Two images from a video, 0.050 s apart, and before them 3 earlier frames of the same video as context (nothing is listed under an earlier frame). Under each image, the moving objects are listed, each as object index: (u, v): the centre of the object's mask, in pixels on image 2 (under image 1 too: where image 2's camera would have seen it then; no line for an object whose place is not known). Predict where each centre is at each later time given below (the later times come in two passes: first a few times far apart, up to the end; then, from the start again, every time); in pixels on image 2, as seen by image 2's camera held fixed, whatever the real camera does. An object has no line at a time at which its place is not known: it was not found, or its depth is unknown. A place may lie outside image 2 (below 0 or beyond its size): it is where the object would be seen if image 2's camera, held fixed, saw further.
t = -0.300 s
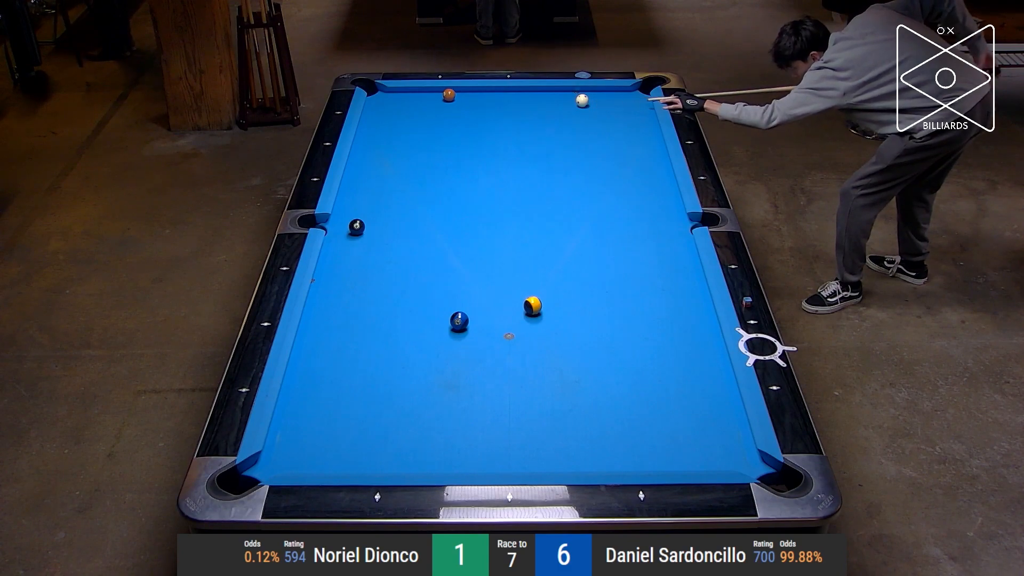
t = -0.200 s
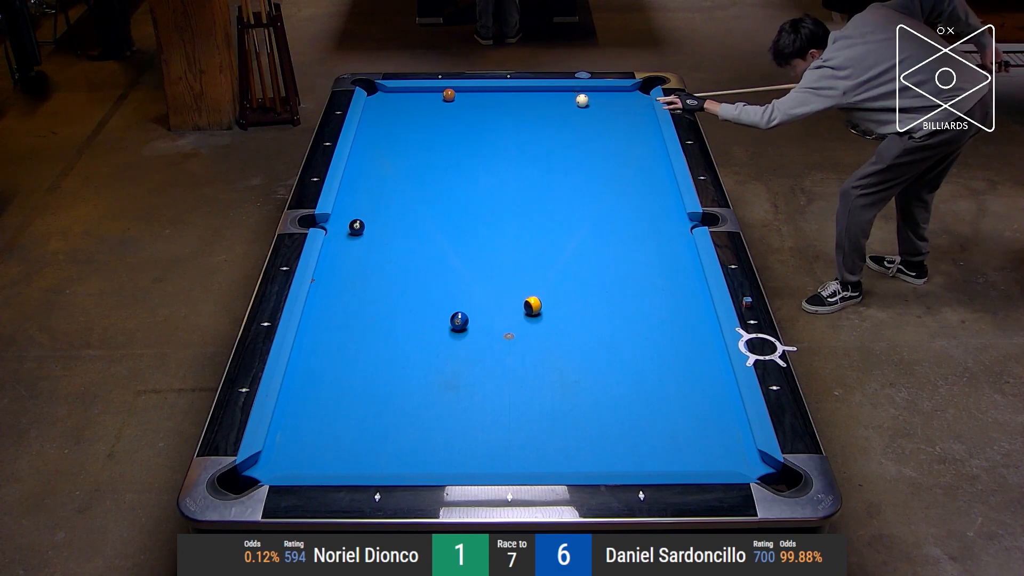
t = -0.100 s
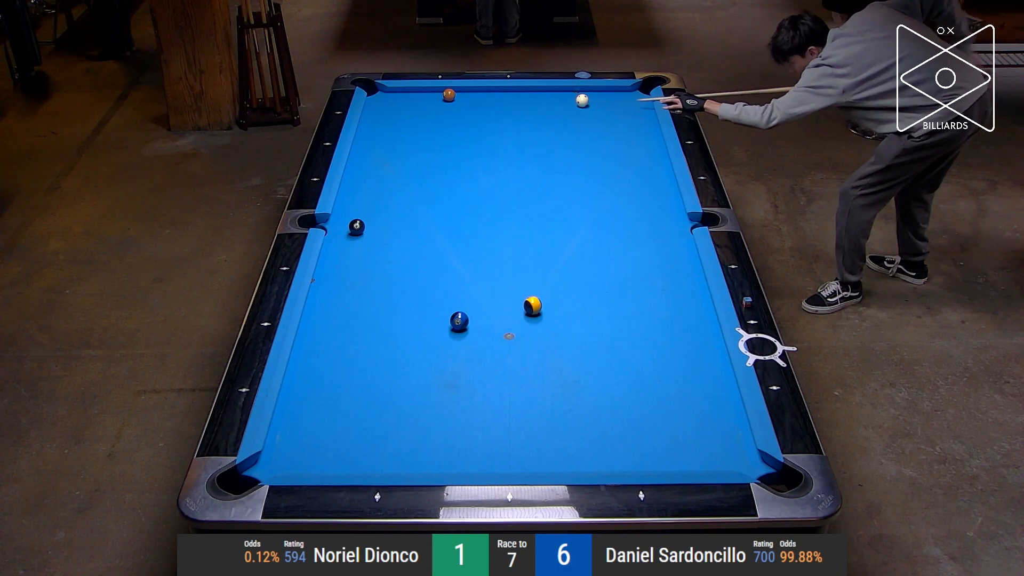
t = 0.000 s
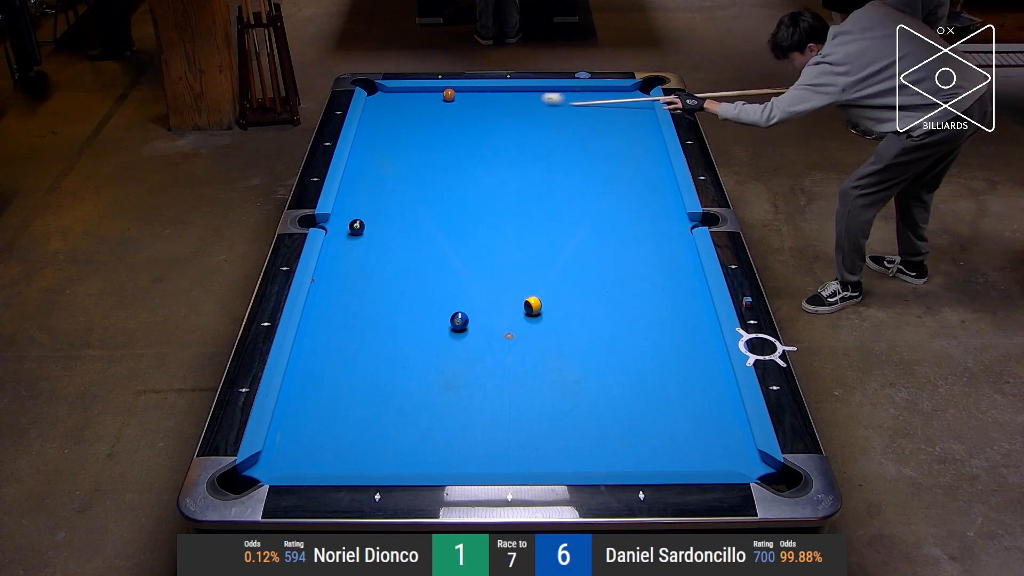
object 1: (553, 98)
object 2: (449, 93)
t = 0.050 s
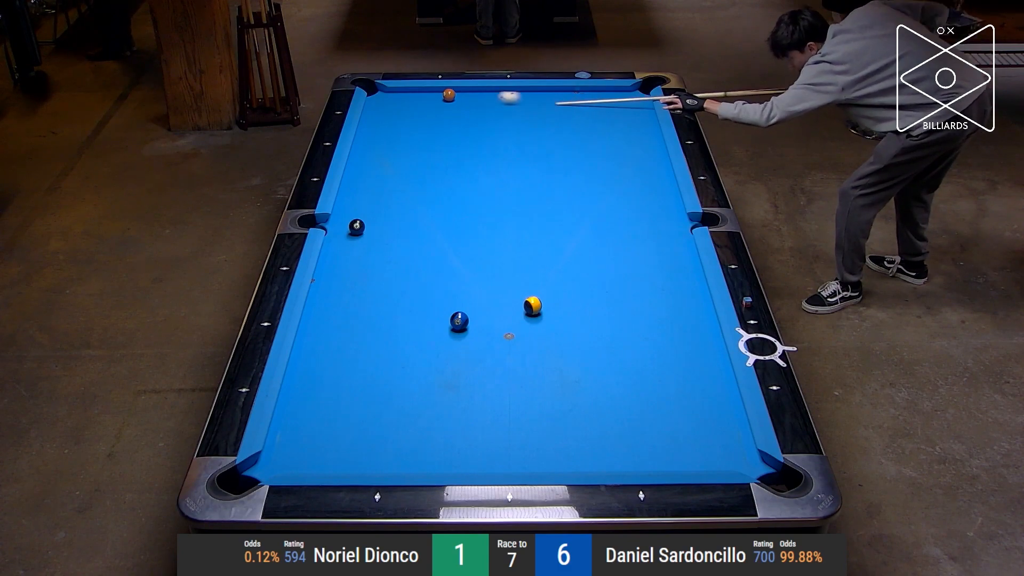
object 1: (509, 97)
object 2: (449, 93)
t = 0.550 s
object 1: (489, 107)
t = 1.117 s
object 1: (549, 120)
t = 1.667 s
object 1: (605, 132)
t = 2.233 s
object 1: (658, 144)
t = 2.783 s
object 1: (629, 155)
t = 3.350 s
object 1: (602, 166)
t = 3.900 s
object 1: (580, 175)
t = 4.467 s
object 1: (562, 182)
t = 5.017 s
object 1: (548, 188)
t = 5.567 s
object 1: (539, 192)
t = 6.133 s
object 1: (535, 194)
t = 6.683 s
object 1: (535, 194)
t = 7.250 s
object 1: (535, 194)
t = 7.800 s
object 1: (535, 194)
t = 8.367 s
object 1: (535, 194)
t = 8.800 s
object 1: (535, 194)
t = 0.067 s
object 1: (495, 97)
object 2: (449, 93)
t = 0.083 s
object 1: (481, 96)
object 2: (450, 93)
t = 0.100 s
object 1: (467, 96)
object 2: (449, 93)
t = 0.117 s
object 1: (461, 96)
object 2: (441, 93)
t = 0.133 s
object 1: (460, 97)
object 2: (428, 92)
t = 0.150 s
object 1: (460, 97)
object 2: (416, 92)
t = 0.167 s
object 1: (459, 98)
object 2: (403, 91)
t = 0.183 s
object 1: (459, 98)
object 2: (391, 90)
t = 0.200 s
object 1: (459, 99)
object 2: (379, 90)
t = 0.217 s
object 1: (460, 99)
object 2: (370, 89)
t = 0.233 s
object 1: (460, 100)
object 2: (365, 87)
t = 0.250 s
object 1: (461, 100)
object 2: (365, 88)
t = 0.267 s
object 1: (461, 100)
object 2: (366, 88)
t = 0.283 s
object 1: (462, 101)
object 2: (366, 90)
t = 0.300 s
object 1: (464, 101)
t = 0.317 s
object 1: (465, 102)
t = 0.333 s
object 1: (466, 102)
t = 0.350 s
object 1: (468, 102)
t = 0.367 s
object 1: (470, 103)
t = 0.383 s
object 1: (472, 103)
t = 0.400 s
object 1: (473, 104)
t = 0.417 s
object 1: (475, 104)
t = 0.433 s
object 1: (477, 104)
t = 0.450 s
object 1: (479, 105)
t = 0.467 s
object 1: (480, 105)
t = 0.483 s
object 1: (482, 106)
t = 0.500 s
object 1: (484, 106)
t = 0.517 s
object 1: (486, 106)
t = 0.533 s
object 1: (488, 107)
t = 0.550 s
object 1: (489, 107)
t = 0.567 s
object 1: (491, 108)
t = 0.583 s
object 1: (493, 108)
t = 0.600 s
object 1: (495, 108)
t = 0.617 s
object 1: (497, 109)
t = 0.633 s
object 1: (498, 109)
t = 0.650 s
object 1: (500, 109)
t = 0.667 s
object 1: (502, 110)
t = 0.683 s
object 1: (504, 110)
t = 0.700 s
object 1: (505, 111)
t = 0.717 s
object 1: (507, 111)
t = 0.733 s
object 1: (509, 111)
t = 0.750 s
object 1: (511, 112)
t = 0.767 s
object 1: (513, 112)
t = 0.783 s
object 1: (514, 113)
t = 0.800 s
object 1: (516, 113)
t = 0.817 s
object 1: (518, 113)
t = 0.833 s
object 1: (520, 114)
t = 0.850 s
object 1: (521, 114)
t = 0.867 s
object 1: (523, 114)
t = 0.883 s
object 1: (525, 115)
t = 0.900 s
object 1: (527, 115)
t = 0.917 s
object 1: (528, 116)
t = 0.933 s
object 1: (530, 116)
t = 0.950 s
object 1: (532, 116)
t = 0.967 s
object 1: (534, 117)
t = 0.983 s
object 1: (535, 117)
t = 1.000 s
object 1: (537, 118)
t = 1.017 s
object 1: (539, 118)
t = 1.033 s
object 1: (541, 118)
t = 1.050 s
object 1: (542, 119)
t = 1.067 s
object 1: (544, 119)
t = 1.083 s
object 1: (546, 119)
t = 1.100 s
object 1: (547, 120)
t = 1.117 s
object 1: (549, 120)
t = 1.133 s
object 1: (551, 120)
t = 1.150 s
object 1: (553, 121)
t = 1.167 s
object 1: (554, 121)
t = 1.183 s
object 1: (556, 122)
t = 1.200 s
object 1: (558, 122)
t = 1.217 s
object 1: (560, 122)
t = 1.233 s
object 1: (561, 123)
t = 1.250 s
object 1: (563, 123)
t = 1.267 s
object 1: (565, 123)
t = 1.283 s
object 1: (566, 124)
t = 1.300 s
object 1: (568, 124)
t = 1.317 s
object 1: (570, 125)
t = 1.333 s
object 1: (571, 125)
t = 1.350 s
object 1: (573, 125)
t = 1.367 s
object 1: (575, 126)
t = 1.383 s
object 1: (576, 126)
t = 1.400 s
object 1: (578, 126)
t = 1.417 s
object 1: (580, 127)
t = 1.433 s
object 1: (582, 127)
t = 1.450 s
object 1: (583, 128)
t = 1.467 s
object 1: (585, 128)
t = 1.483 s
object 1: (587, 128)
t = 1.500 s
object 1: (588, 129)
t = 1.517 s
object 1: (590, 129)
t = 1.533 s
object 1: (592, 129)
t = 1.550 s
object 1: (593, 130)
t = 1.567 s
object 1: (595, 130)
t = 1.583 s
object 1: (597, 131)
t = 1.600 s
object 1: (598, 131)
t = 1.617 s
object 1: (600, 131)
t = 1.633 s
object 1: (602, 132)
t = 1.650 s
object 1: (603, 132)
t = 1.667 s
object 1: (605, 132)
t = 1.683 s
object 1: (607, 133)
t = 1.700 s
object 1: (608, 133)
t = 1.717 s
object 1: (610, 133)
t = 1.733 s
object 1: (611, 134)
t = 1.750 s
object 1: (613, 134)
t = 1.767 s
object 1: (615, 134)
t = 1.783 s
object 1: (616, 135)
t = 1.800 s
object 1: (618, 135)
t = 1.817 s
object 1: (620, 136)
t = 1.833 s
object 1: (621, 136)
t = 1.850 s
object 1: (623, 136)
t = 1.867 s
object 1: (625, 137)
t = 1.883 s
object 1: (626, 137)
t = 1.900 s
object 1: (628, 137)
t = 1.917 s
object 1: (629, 138)
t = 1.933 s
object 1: (631, 138)
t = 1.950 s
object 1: (632, 138)
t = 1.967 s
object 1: (634, 139)
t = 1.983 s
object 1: (636, 139)
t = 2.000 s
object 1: (637, 139)
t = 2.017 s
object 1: (639, 140)
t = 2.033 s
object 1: (640, 140)
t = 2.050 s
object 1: (642, 140)
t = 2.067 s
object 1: (644, 141)
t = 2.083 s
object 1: (645, 141)
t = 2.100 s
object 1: (647, 141)
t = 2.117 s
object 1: (648, 142)
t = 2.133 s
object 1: (650, 142)
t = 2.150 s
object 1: (651, 142)
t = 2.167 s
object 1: (653, 143)
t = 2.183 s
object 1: (655, 143)
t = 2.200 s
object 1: (656, 143)
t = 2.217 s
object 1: (658, 144)
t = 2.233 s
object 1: (658, 144)
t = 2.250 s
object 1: (657, 144)
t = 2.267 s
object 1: (656, 145)
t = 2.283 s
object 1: (655, 145)
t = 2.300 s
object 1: (654, 145)
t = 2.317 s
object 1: (653, 146)
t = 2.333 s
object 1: (652, 146)
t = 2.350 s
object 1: (651, 146)
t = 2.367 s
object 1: (650, 147)
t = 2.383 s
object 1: (649, 147)
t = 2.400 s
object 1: (649, 148)
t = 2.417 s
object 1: (648, 148)
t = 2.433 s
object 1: (647, 148)
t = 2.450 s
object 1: (646, 149)
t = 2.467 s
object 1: (645, 149)
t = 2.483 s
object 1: (644, 149)
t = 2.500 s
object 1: (643, 150)
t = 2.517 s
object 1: (642, 150)
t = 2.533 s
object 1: (642, 150)
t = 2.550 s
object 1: (641, 151)
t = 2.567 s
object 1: (640, 151)
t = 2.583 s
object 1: (639, 151)
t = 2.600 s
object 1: (638, 152)
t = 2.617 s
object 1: (637, 152)
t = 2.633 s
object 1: (636, 152)
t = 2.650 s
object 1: (636, 153)
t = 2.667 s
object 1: (635, 153)
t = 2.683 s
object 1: (634, 153)
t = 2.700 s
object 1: (633, 154)
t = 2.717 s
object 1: (632, 154)
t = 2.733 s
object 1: (631, 154)
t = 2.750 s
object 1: (630, 155)
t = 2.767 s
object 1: (630, 155)
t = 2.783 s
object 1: (629, 155)
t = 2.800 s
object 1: (628, 156)
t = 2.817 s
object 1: (627, 156)
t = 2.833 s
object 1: (626, 156)
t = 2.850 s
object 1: (626, 156)
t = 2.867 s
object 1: (625, 157)
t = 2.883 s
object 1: (624, 157)
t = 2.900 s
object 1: (623, 157)
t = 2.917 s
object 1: (622, 158)
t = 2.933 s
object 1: (621, 158)
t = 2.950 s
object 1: (621, 158)
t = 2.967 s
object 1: (620, 159)
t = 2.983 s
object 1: (619, 159)
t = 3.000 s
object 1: (618, 159)
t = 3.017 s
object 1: (617, 160)
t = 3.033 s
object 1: (617, 160)
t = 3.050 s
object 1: (616, 160)
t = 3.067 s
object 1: (615, 161)
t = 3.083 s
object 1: (614, 161)
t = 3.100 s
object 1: (614, 161)
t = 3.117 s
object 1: (613, 162)
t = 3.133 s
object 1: (612, 162)
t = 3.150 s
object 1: (611, 162)
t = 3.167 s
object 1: (611, 162)
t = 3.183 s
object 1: (610, 163)
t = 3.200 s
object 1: (609, 163)
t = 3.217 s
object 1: (608, 163)
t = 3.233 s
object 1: (607, 164)
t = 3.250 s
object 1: (607, 164)
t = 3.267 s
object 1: (606, 164)
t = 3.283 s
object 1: (605, 164)
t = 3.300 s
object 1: (605, 165)
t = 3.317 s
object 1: (604, 165)
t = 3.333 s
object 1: (603, 165)
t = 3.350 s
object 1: (602, 166)
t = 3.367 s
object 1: (602, 166)
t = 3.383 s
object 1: (601, 166)
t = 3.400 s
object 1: (600, 167)
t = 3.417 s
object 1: (599, 167)
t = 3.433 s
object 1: (599, 167)
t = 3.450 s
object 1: (598, 167)
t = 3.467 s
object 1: (598, 168)
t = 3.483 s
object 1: (597, 168)
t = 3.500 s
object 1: (596, 168)
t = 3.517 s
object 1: (595, 169)
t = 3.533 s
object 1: (595, 169)
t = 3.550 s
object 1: (594, 169)
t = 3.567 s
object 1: (593, 169)
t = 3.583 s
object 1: (593, 170)
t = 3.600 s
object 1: (592, 170)
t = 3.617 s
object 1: (591, 170)
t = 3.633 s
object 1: (591, 170)
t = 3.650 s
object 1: (590, 171)
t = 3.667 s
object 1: (589, 171)
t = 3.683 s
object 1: (589, 171)
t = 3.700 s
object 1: (588, 171)
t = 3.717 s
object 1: (587, 172)
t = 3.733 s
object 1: (587, 172)
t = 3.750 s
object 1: (586, 172)
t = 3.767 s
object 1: (585, 172)
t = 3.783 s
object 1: (585, 173)
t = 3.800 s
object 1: (584, 173)
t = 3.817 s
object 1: (583, 173)
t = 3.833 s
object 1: (583, 174)
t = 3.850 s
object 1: (582, 174)
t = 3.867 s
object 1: (582, 174)
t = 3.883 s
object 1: (581, 174)
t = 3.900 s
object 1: (580, 175)
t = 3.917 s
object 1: (580, 175)
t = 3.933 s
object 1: (579, 175)
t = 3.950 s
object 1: (579, 175)
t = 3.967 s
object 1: (578, 175)
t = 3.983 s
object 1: (577, 176)
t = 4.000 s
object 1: (577, 176)
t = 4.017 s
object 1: (576, 176)
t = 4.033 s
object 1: (576, 176)
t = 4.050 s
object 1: (575, 177)
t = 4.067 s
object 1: (574, 177)
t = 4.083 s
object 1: (574, 177)
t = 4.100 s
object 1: (573, 178)
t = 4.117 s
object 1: (573, 178)
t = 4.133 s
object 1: (572, 178)
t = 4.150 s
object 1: (572, 178)
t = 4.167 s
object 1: (571, 178)
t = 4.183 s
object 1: (571, 179)
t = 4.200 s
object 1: (570, 179)
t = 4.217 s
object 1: (569, 179)
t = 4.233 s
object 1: (569, 179)
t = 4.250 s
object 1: (568, 180)
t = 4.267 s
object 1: (568, 180)
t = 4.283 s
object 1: (567, 180)
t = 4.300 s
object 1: (567, 180)
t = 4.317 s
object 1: (566, 180)
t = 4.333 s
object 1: (566, 180)
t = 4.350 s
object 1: (565, 181)
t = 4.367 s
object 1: (565, 181)
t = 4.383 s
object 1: (564, 181)
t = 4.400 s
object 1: (564, 181)
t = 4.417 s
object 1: (563, 181)
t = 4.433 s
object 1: (563, 182)
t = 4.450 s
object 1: (562, 182)
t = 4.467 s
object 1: (562, 182)
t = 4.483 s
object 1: (561, 182)
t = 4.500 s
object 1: (561, 183)
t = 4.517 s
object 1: (560, 183)
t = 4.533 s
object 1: (560, 183)
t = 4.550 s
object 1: (559, 183)
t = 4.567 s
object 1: (559, 183)
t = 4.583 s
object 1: (559, 183)
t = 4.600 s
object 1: (558, 184)
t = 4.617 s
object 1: (558, 184)
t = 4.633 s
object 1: (557, 184)
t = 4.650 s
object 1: (557, 184)
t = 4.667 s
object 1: (556, 184)
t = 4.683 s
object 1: (556, 184)
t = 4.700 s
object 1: (555, 185)
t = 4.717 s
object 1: (555, 185)
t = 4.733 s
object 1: (555, 185)
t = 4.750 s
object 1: (554, 185)
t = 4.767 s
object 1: (554, 185)
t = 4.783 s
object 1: (554, 186)
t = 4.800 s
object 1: (553, 186)
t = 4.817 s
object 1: (553, 186)
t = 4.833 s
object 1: (552, 186)
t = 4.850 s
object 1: (552, 186)
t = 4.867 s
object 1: (552, 187)
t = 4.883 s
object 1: (551, 187)
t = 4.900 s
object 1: (551, 187)
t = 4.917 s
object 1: (550, 187)
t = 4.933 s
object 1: (550, 187)
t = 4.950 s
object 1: (550, 187)
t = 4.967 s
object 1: (549, 187)
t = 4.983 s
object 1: (549, 188)
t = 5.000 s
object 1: (549, 188)
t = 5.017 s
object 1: (548, 188)
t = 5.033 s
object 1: (548, 188)
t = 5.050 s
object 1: (548, 188)
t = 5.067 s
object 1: (547, 188)
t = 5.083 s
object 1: (547, 189)
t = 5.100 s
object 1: (547, 189)
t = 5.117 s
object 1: (546, 189)
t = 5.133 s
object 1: (546, 189)
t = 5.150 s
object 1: (546, 189)
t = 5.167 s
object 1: (545, 189)
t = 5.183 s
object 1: (545, 189)
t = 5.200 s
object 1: (545, 189)
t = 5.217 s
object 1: (545, 190)
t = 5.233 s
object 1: (544, 190)
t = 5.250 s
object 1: (544, 190)
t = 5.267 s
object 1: (544, 190)
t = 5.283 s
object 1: (543, 190)
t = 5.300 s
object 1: (543, 190)
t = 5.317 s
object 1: (543, 190)
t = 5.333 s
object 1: (543, 190)
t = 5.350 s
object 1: (542, 190)
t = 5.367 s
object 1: (542, 190)
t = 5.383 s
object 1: (542, 190)
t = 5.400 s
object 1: (541, 191)
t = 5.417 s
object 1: (541, 191)
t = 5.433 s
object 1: (541, 191)
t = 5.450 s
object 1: (541, 191)
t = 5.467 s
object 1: (541, 191)
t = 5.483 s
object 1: (540, 191)
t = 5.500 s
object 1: (540, 191)
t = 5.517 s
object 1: (540, 191)
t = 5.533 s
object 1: (540, 191)
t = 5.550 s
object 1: (540, 192)
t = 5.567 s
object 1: (539, 192)
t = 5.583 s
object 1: (539, 192)
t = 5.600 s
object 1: (539, 192)
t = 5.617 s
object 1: (539, 192)
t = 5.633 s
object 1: (539, 192)
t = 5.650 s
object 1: (538, 192)
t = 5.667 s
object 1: (538, 192)
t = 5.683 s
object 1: (538, 192)
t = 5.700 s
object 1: (538, 192)
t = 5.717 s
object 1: (538, 192)
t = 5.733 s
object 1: (538, 192)
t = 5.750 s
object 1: (538, 193)
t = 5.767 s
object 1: (537, 193)
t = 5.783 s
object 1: (537, 193)
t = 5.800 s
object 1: (537, 193)
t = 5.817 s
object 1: (537, 193)
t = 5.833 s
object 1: (537, 193)
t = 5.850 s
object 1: (537, 193)
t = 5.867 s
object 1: (537, 193)
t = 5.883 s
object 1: (537, 193)
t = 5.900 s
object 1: (536, 193)
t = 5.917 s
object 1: (536, 193)
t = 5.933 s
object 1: (536, 193)
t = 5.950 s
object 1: (536, 193)
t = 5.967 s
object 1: (536, 193)
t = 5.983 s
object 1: (536, 193)
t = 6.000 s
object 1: (536, 193)
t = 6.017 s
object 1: (536, 193)
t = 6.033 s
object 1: (536, 193)
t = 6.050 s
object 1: (536, 193)
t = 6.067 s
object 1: (536, 194)
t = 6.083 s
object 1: (536, 194)
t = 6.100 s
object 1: (536, 194)
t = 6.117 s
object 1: (535, 194)
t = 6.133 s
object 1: (535, 194)
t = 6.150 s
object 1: (535, 194)
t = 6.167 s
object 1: (535, 194)
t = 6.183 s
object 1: (535, 194)
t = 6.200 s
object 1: (535, 194)
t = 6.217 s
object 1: (535, 194)
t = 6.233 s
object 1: (535, 194)
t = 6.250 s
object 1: (535, 194)
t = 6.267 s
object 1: (535, 194)
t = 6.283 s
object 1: (535, 194)
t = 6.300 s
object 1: (535, 194)
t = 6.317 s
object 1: (535, 194)
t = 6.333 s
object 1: (535, 194)
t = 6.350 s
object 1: (535, 194)
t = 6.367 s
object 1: (535, 194)
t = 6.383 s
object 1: (535, 194)
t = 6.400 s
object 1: (535, 194)
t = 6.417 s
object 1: (535, 194)
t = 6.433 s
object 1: (535, 194)
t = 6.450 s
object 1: (535, 194)
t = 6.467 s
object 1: (535, 194)
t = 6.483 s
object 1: (535, 194)
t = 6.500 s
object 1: (535, 194)
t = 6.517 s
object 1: (535, 194)
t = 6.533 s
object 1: (535, 194)
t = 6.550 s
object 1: (535, 194)
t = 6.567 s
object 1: (535, 194)
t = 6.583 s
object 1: (535, 194)
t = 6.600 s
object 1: (535, 194)
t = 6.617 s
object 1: (535, 194)
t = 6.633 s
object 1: (535, 194)
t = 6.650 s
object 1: (535, 194)
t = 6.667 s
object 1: (535, 194)
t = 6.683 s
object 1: (535, 194)
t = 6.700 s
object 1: (535, 194)
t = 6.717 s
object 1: (535, 194)
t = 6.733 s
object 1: (535, 194)
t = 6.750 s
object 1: (535, 194)
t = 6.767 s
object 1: (535, 194)
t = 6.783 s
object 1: (535, 194)
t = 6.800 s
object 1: (535, 194)
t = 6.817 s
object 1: (535, 194)
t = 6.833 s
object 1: (535, 194)
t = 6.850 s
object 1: (535, 194)
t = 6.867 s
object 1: (535, 194)
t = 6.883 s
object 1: (535, 194)
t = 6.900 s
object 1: (535, 194)
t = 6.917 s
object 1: (535, 194)
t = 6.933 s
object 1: (535, 194)
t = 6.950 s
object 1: (535, 194)
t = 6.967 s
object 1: (535, 194)
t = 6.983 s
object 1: (535, 194)
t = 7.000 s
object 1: (535, 194)
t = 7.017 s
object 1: (535, 194)
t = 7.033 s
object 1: (535, 194)
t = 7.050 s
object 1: (535, 194)
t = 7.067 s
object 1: (535, 194)
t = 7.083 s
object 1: (535, 194)
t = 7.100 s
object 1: (535, 194)
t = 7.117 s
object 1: (535, 194)
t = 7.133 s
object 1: (535, 194)
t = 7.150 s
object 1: (535, 194)
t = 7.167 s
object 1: (535, 194)
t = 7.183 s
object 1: (535, 194)
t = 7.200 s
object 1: (535, 194)
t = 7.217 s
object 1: (535, 194)
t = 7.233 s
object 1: (535, 194)
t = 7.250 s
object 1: (535, 194)
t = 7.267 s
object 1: (535, 194)
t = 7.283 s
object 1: (535, 194)
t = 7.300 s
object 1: (535, 194)
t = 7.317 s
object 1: (535, 194)
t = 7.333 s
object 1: (535, 194)
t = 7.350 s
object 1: (535, 194)
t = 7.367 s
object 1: (535, 194)
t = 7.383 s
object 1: (535, 194)
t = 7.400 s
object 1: (535, 194)
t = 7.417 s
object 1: (535, 194)
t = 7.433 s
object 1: (535, 194)
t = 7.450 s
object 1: (535, 194)
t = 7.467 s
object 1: (535, 194)
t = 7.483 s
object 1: (535, 194)
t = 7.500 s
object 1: (535, 194)
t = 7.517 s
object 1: (535, 194)
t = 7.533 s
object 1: (535, 194)
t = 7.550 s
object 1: (535, 194)
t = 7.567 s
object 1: (535, 194)
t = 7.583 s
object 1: (535, 194)
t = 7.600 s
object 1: (535, 194)
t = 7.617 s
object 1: (535, 194)
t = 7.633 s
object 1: (535, 194)
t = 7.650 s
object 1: (535, 194)
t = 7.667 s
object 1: (535, 194)
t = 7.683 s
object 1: (535, 194)
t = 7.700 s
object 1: (535, 194)
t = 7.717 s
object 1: (535, 194)
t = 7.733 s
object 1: (535, 194)
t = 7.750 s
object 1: (535, 194)
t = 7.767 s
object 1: (535, 194)
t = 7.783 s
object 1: (535, 194)
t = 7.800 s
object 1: (535, 194)
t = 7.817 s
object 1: (535, 194)
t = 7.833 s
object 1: (535, 194)
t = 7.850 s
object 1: (535, 194)
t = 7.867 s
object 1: (535, 194)
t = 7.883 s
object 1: (535, 194)
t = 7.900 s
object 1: (535, 194)
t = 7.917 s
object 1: (535, 194)
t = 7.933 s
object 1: (535, 194)
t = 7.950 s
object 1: (535, 194)
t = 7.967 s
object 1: (535, 194)
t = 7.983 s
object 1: (535, 194)
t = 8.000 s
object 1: (535, 194)
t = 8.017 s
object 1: (535, 194)
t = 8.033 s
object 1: (535, 194)
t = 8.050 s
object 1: (535, 194)
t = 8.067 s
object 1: (535, 194)
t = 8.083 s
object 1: (535, 194)
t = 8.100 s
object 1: (535, 194)
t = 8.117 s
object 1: (535, 194)
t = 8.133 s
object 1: (535, 194)
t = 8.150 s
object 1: (535, 194)
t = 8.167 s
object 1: (535, 194)
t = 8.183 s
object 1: (535, 194)
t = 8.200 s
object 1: (535, 194)
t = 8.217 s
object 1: (535, 194)
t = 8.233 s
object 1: (535, 194)
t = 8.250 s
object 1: (535, 194)
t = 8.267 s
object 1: (535, 194)
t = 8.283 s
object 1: (535, 194)
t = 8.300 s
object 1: (535, 194)
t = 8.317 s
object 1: (535, 194)
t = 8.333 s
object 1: (535, 194)
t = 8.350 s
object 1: (535, 194)
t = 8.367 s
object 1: (535, 194)
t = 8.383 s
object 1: (535, 194)
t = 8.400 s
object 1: (535, 194)
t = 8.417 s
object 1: (535, 194)
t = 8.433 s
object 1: (535, 194)
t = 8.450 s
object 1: (535, 194)
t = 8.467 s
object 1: (535, 194)
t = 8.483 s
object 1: (535, 194)
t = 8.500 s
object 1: (535, 194)
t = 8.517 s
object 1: (535, 194)
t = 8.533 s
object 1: (535, 194)
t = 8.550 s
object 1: (535, 194)
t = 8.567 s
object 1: (535, 194)
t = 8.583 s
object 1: (535, 194)
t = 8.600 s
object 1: (535, 194)
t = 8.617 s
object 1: (535, 194)
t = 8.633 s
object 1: (535, 194)
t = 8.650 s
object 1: (535, 194)
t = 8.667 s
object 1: (535, 194)
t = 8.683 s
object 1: (535, 194)
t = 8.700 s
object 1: (535, 194)
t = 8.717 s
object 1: (535, 194)
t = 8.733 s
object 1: (535, 194)
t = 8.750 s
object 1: (535, 194)
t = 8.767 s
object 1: (535, 194)
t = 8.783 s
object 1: (535, 194)
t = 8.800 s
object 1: (535, 194)
